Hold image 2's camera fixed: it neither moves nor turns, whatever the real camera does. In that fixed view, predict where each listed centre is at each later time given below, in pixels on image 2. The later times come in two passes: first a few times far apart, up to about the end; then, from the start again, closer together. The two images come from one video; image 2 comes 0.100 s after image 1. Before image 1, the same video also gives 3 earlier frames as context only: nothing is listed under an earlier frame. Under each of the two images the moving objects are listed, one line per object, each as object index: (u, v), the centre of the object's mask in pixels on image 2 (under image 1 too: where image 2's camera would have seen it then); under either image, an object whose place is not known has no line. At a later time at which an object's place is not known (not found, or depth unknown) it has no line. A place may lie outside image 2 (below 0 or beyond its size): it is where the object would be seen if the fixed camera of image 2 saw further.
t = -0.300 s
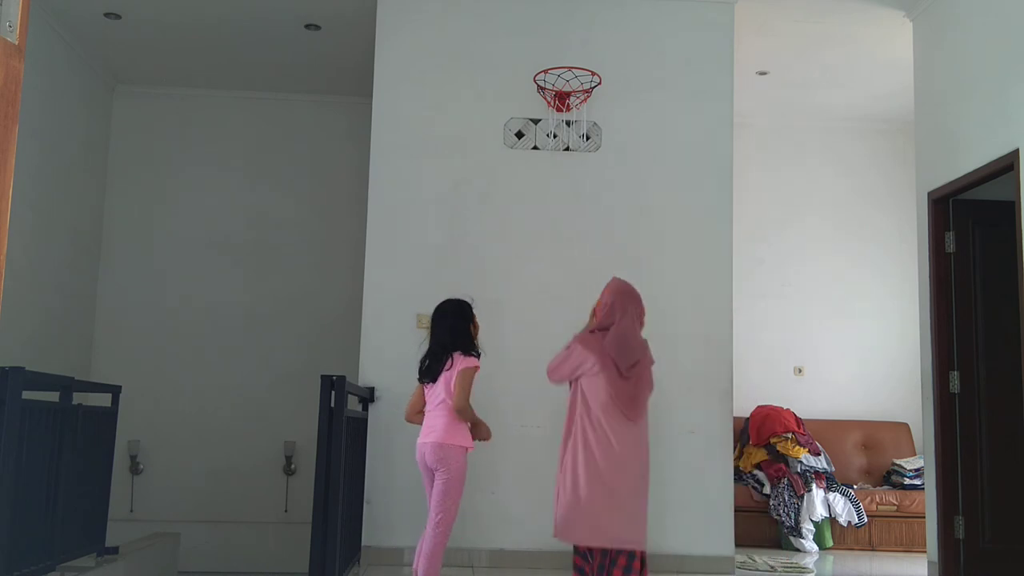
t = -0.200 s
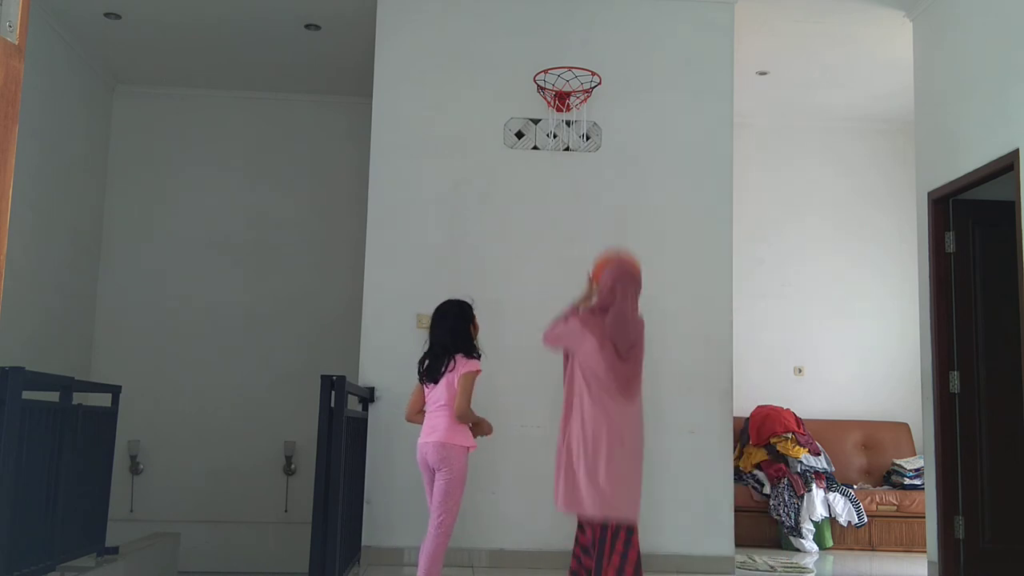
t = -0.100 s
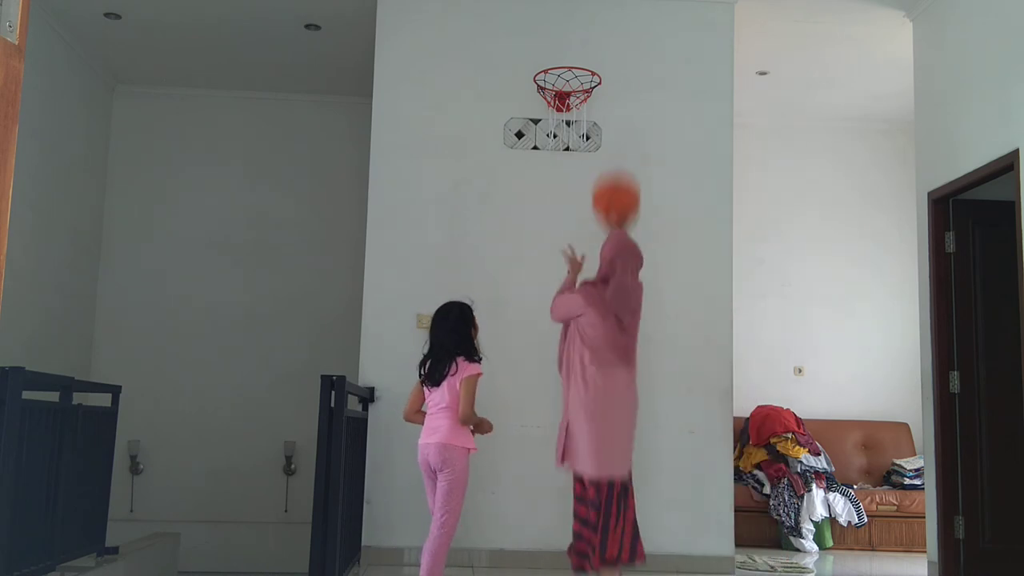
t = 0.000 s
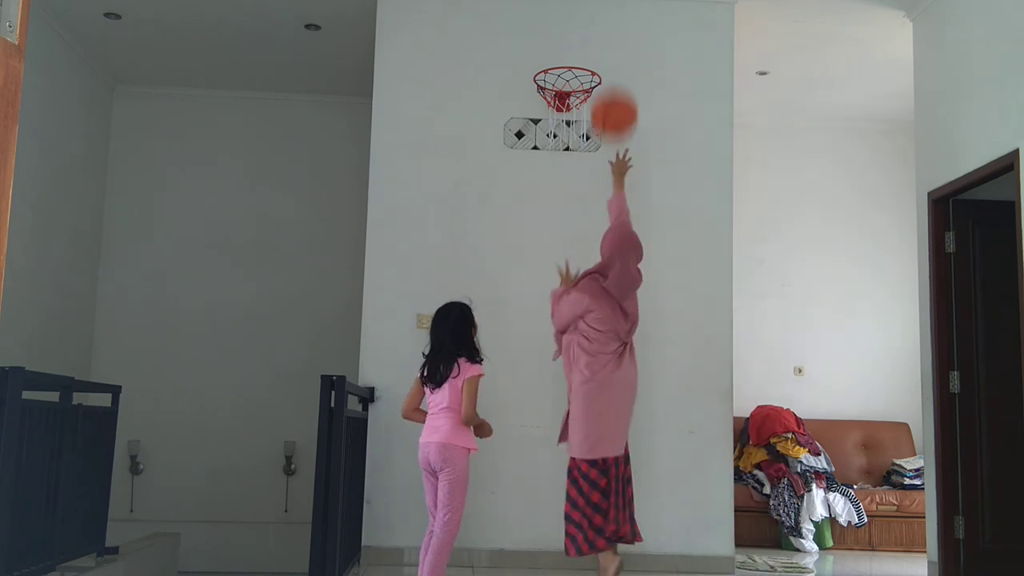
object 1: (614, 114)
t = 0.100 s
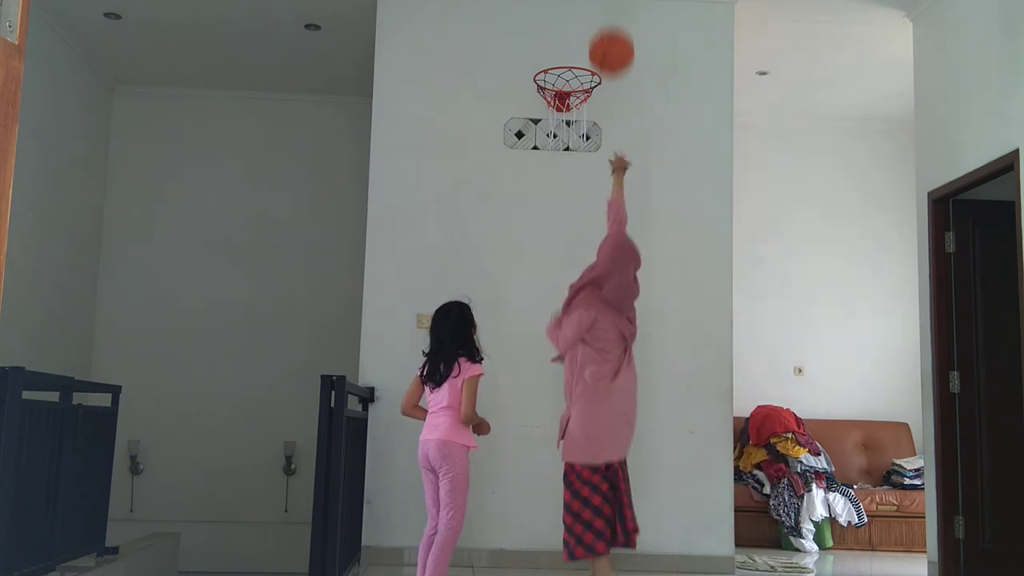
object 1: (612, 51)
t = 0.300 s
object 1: (607, 5)
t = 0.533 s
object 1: (600, 10)
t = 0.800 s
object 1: (586, 53)
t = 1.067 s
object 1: (560, 71)
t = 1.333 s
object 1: (552, 66)
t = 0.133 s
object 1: (610, 35)
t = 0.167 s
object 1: (610, 22)
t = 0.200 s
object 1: (609, 15)
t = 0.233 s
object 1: (608, 11)
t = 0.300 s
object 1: (607, 5)
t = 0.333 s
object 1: (605, 3)
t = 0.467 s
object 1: (602, 5)
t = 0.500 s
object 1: (601, 7)
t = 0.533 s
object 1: (600, 10)
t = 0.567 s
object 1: (600, 15)
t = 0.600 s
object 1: (599, 21)
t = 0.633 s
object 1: (597, 33)
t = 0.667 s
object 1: (597, 46)
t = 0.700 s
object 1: (596, 60)
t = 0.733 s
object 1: (593, 62)
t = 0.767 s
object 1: (590, 57)
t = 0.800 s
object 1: (586, 53)
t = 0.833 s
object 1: (583, 50)
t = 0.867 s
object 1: (579, 50)
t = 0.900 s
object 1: (576, 50)
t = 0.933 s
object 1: (573, 53)
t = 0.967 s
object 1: (570, 56)
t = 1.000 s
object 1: (566, 61)
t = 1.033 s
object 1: (562, 70)
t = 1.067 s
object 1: (560, 71)
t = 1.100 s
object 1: (558, 66)
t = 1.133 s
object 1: (557, 63)
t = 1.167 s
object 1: (556, 62)
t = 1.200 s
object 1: (555, 63)
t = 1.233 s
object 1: (553, 65)
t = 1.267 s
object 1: (552, 69)
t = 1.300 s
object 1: (552, 68)
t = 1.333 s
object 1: (552, 66)
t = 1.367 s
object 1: (553, 65)
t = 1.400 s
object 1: (553, 67)
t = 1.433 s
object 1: (553, 69)
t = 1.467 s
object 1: (554, 73)
